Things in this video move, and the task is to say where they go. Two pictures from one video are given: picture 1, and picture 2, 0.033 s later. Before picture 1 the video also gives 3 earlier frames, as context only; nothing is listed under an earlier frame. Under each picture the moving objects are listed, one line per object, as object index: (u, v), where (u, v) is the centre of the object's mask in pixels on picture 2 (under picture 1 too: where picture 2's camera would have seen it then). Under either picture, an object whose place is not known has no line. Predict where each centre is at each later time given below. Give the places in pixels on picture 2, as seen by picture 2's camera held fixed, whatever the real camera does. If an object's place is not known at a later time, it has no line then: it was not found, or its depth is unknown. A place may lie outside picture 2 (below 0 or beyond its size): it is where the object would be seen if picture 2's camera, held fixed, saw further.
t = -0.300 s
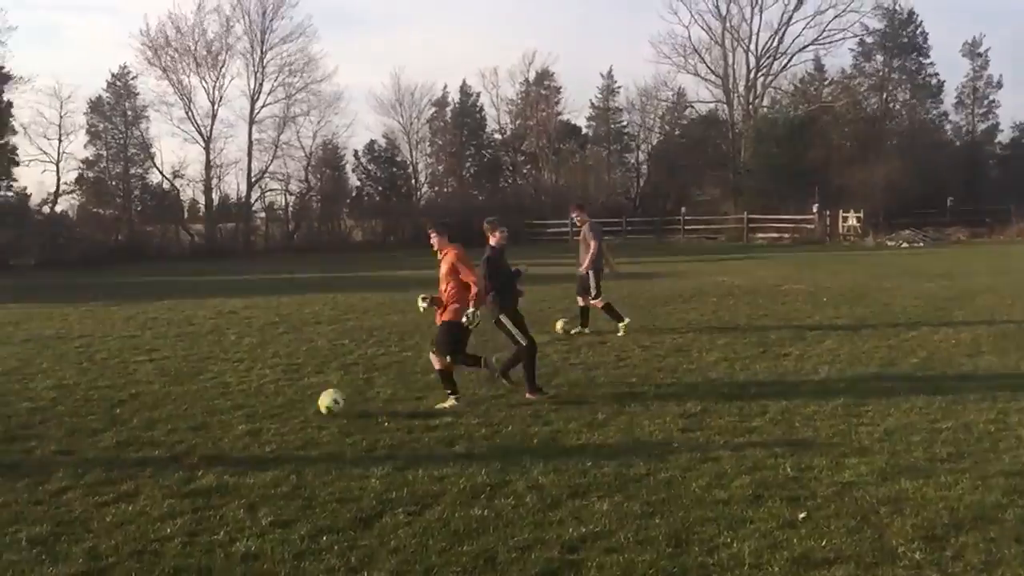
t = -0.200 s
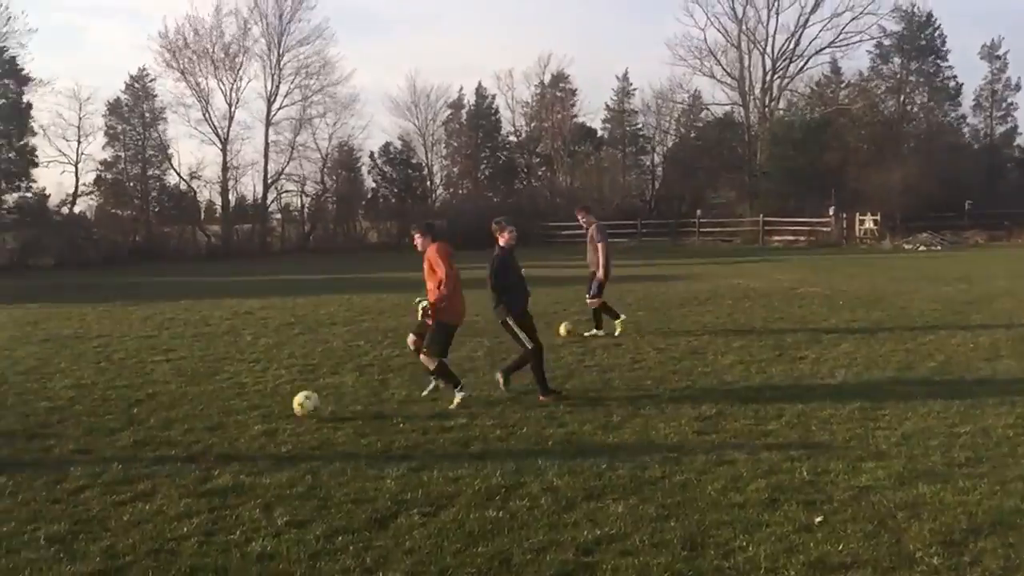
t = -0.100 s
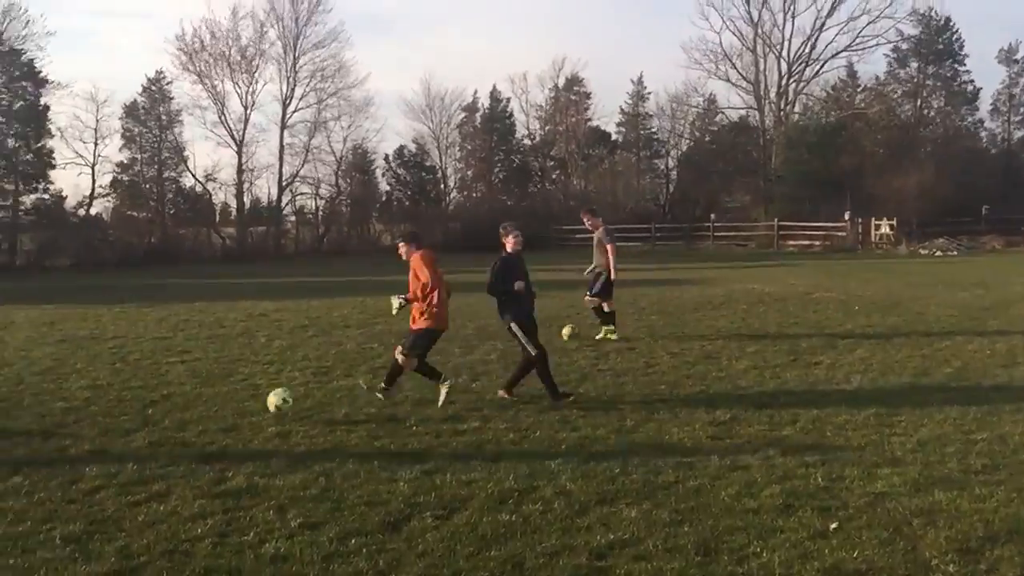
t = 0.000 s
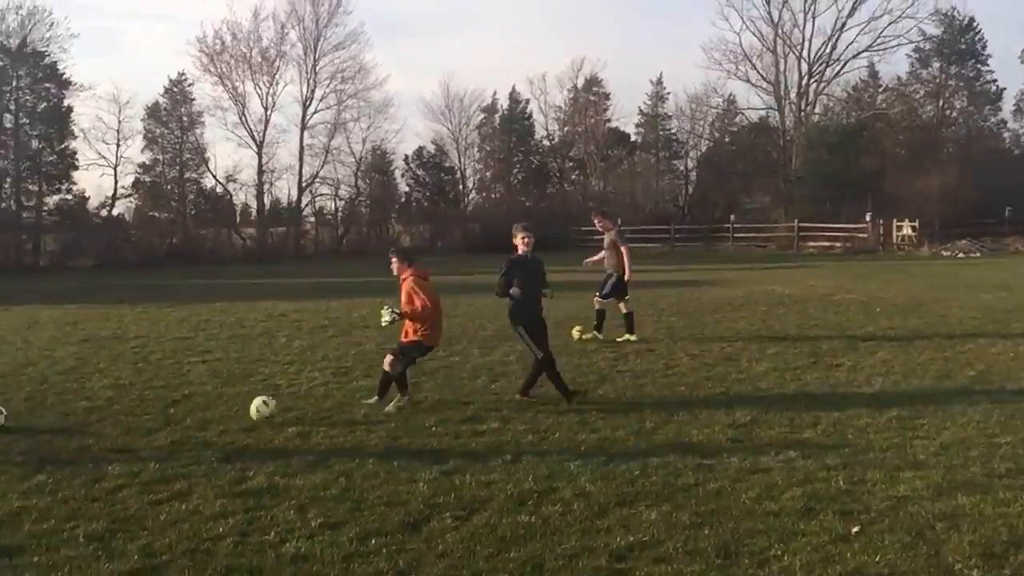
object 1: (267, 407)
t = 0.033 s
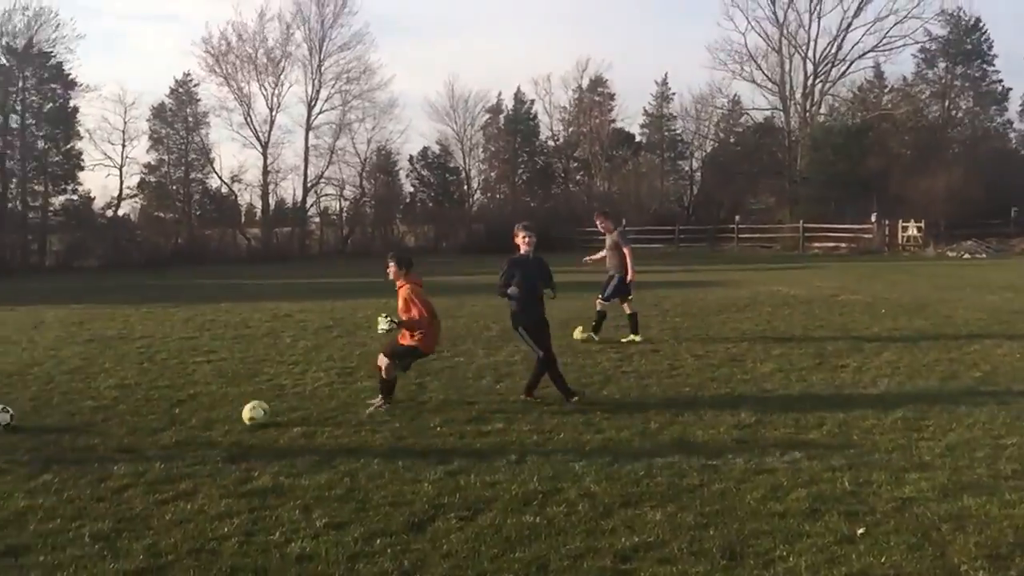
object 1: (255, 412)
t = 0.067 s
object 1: (242, 411)
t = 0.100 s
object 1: (230, 411)
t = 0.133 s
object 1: (218, 412)
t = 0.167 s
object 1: (206, 412)
